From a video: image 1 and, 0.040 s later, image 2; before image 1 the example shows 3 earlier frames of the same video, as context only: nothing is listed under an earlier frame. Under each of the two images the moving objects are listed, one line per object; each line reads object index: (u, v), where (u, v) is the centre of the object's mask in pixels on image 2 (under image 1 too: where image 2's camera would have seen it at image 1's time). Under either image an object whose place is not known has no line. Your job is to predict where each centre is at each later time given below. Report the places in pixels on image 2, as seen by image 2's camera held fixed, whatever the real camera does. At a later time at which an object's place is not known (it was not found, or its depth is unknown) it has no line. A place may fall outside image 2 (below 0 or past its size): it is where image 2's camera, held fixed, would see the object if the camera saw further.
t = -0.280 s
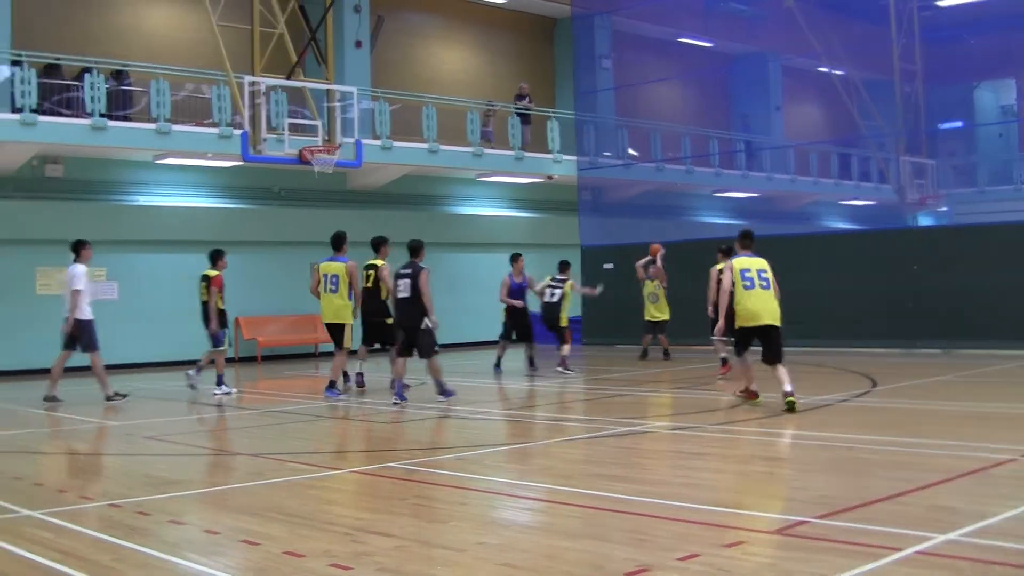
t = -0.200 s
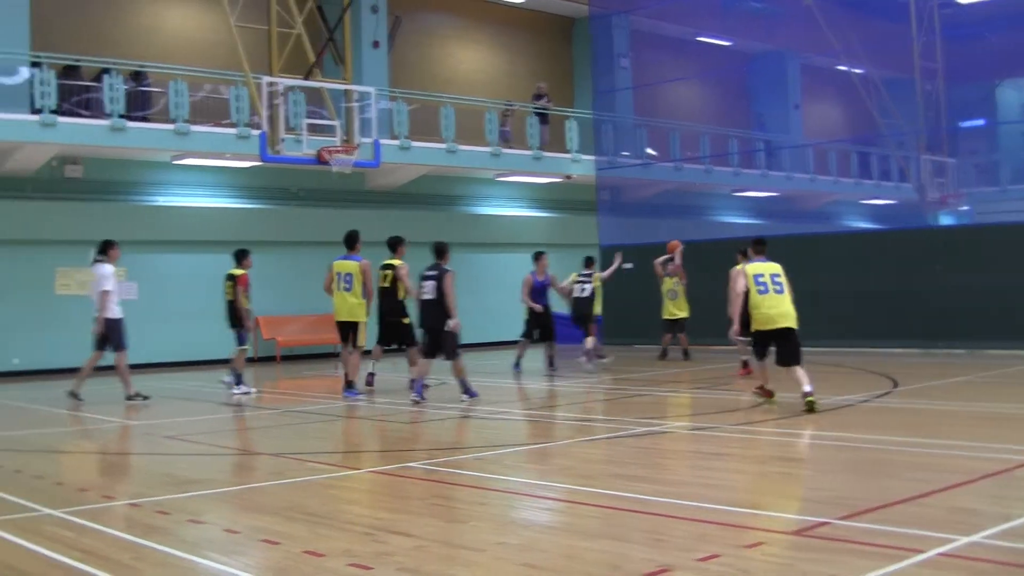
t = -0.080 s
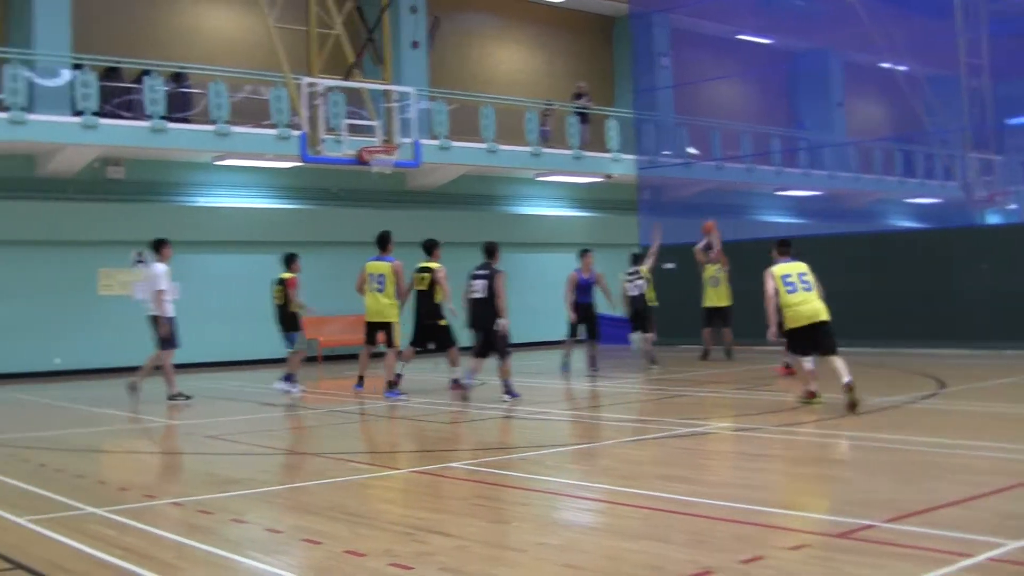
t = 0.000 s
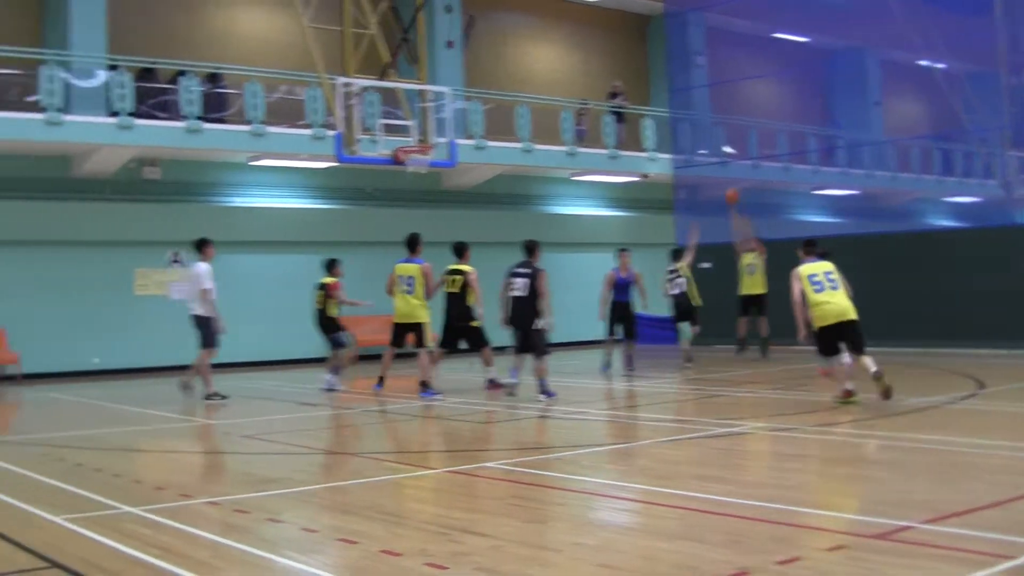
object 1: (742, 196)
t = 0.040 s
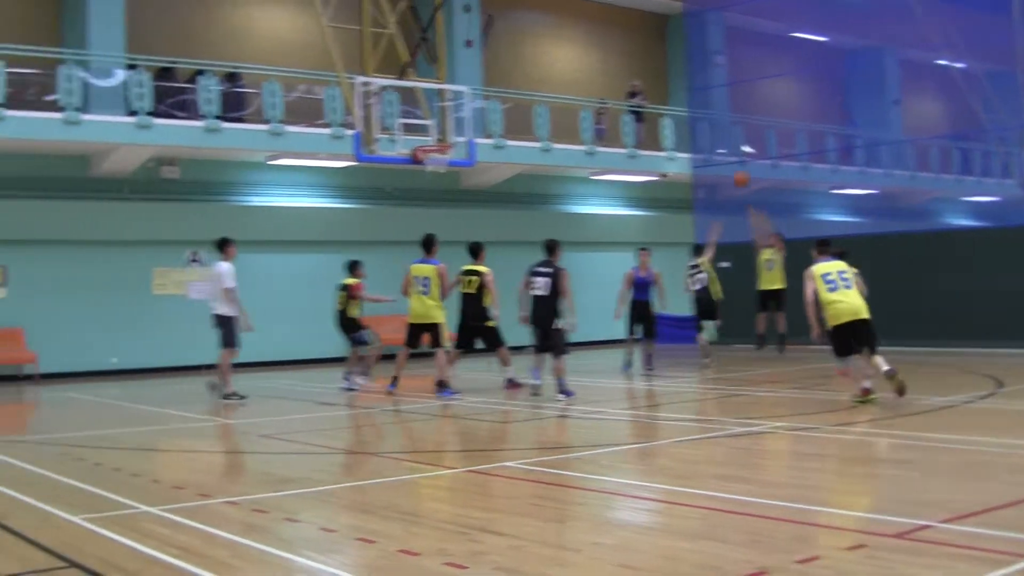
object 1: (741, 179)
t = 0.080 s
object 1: (737, 162)
